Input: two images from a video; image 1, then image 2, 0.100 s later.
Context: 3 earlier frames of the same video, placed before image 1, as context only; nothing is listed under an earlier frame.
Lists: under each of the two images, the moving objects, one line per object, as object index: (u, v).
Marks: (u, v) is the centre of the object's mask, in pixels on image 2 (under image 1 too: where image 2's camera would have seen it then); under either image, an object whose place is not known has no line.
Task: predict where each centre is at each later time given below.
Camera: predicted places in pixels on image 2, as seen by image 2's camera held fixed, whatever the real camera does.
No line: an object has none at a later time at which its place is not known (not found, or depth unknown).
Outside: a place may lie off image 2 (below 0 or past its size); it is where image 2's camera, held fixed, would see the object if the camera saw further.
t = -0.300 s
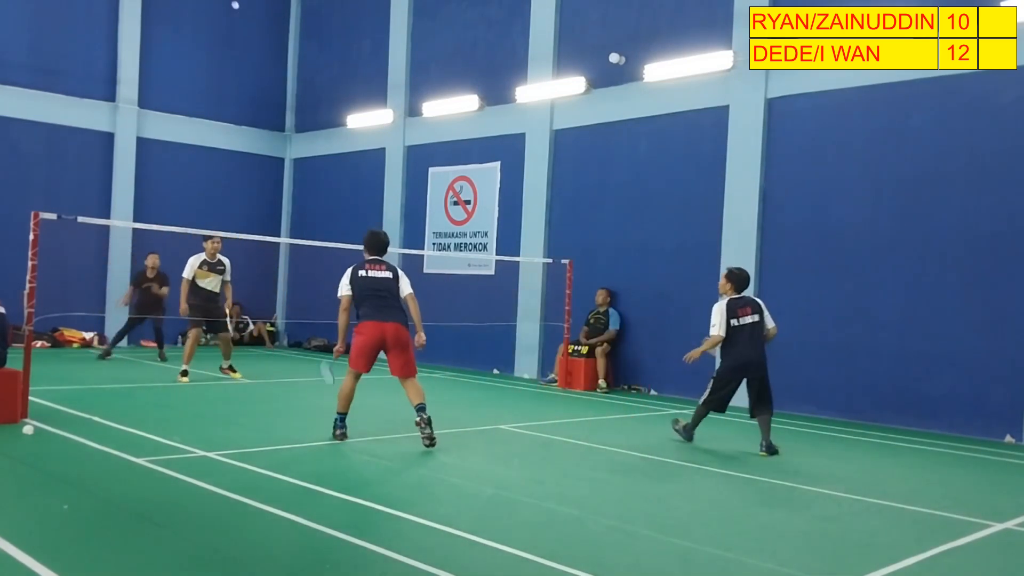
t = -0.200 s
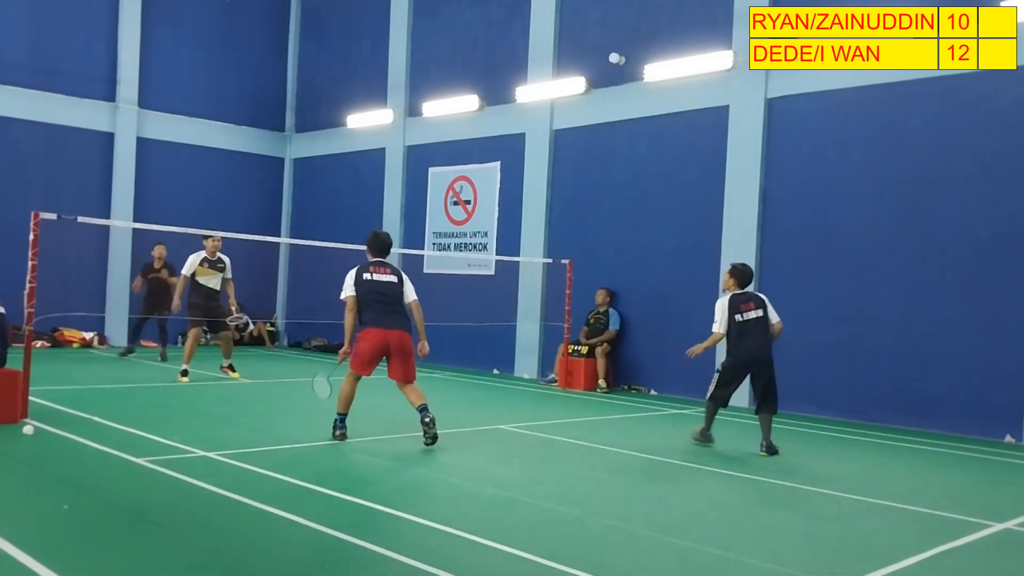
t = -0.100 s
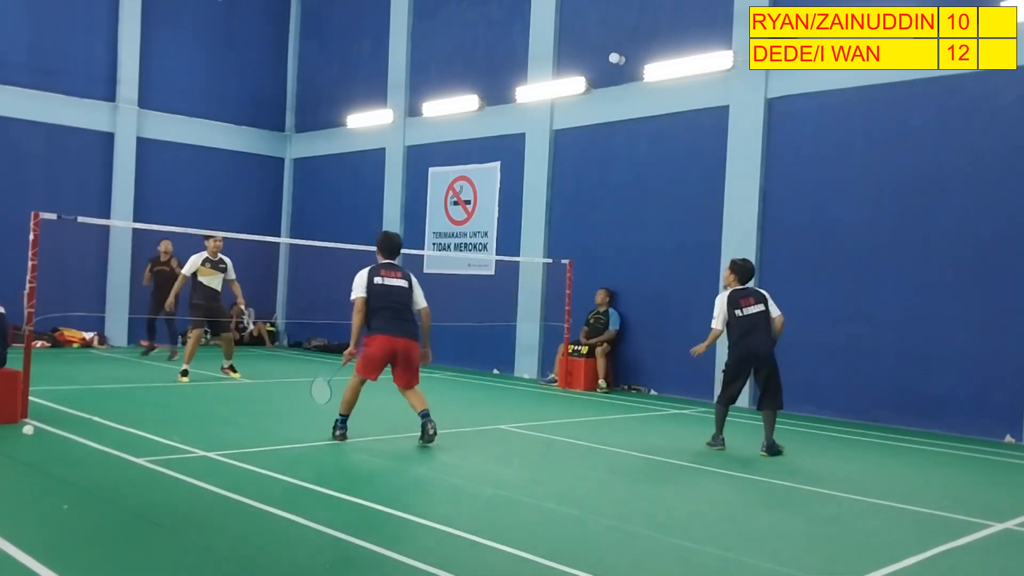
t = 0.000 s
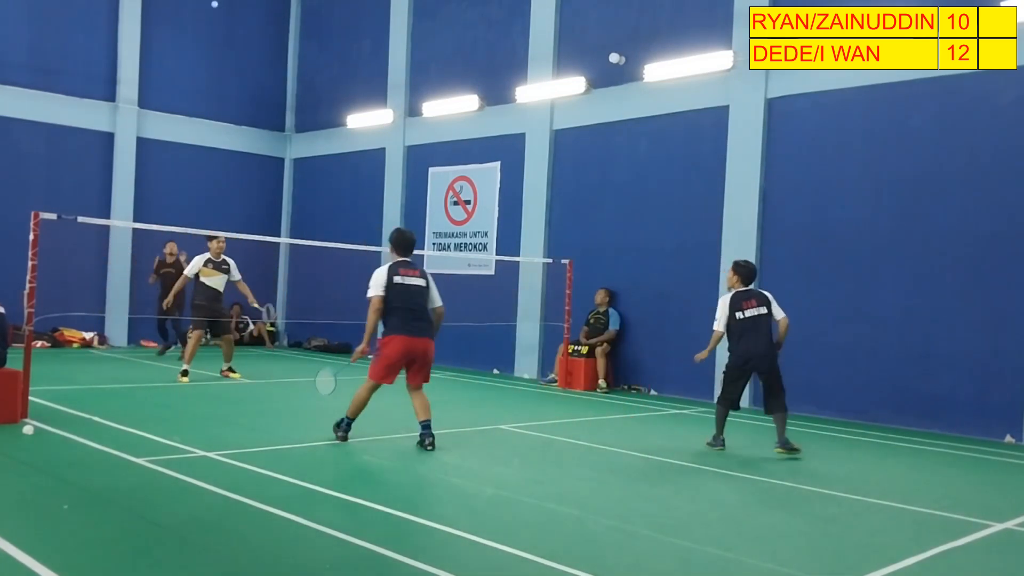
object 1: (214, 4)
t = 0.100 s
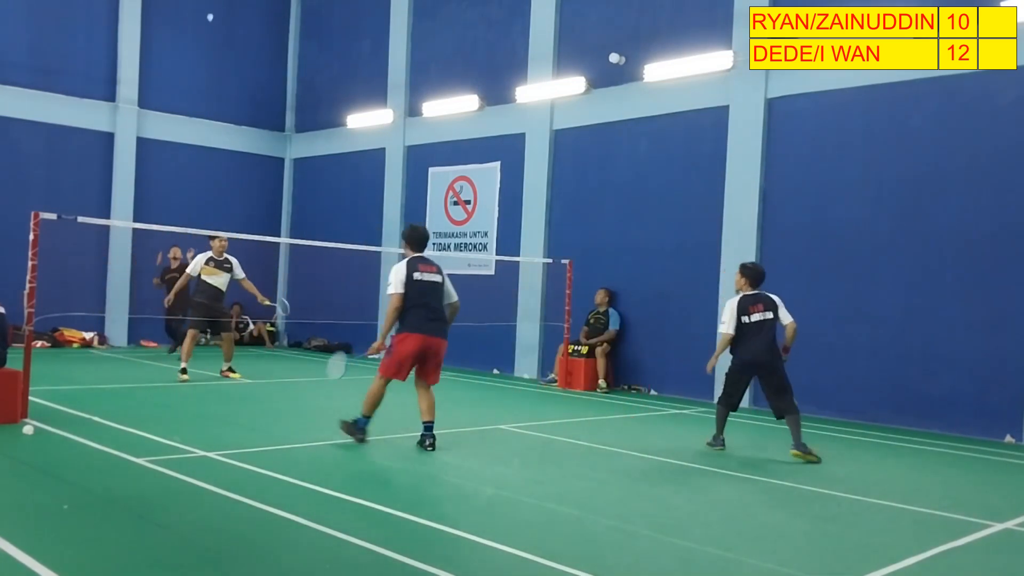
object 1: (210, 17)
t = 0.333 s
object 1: (203, 67)
